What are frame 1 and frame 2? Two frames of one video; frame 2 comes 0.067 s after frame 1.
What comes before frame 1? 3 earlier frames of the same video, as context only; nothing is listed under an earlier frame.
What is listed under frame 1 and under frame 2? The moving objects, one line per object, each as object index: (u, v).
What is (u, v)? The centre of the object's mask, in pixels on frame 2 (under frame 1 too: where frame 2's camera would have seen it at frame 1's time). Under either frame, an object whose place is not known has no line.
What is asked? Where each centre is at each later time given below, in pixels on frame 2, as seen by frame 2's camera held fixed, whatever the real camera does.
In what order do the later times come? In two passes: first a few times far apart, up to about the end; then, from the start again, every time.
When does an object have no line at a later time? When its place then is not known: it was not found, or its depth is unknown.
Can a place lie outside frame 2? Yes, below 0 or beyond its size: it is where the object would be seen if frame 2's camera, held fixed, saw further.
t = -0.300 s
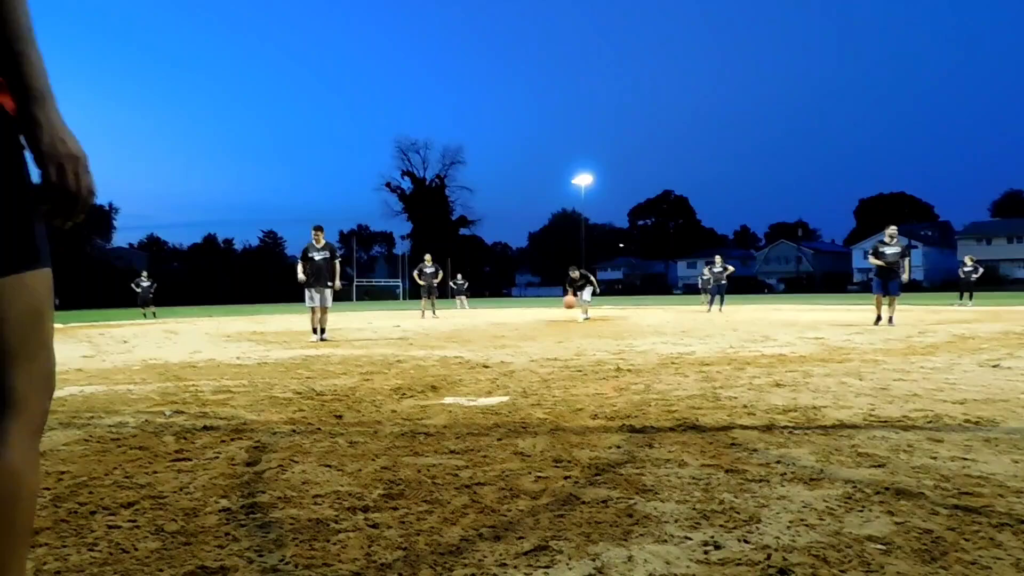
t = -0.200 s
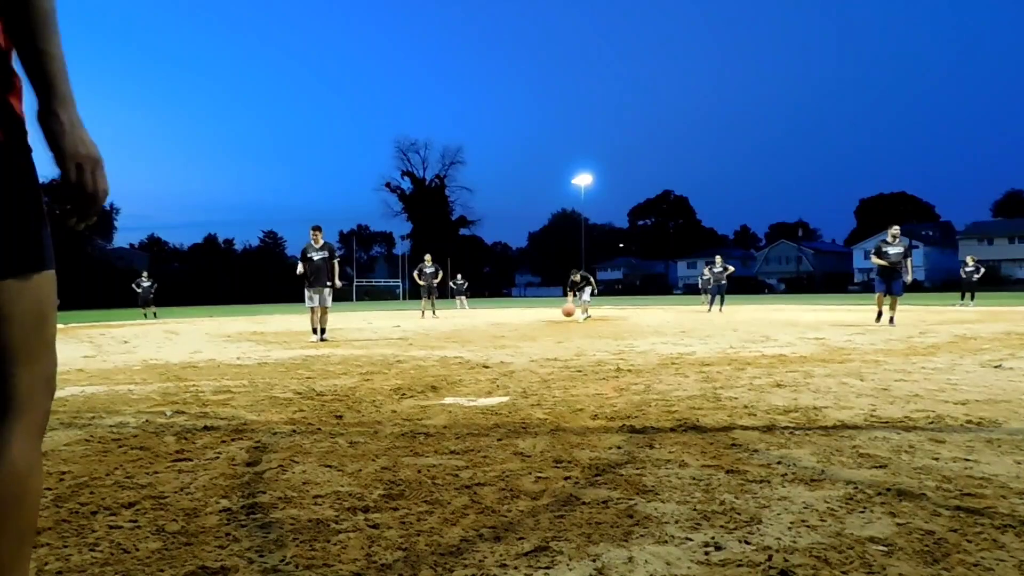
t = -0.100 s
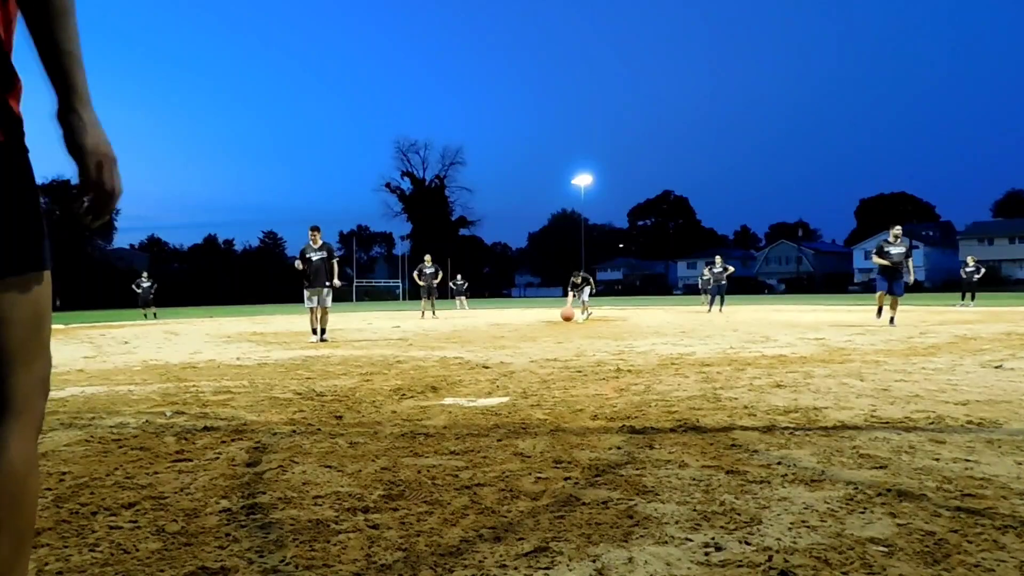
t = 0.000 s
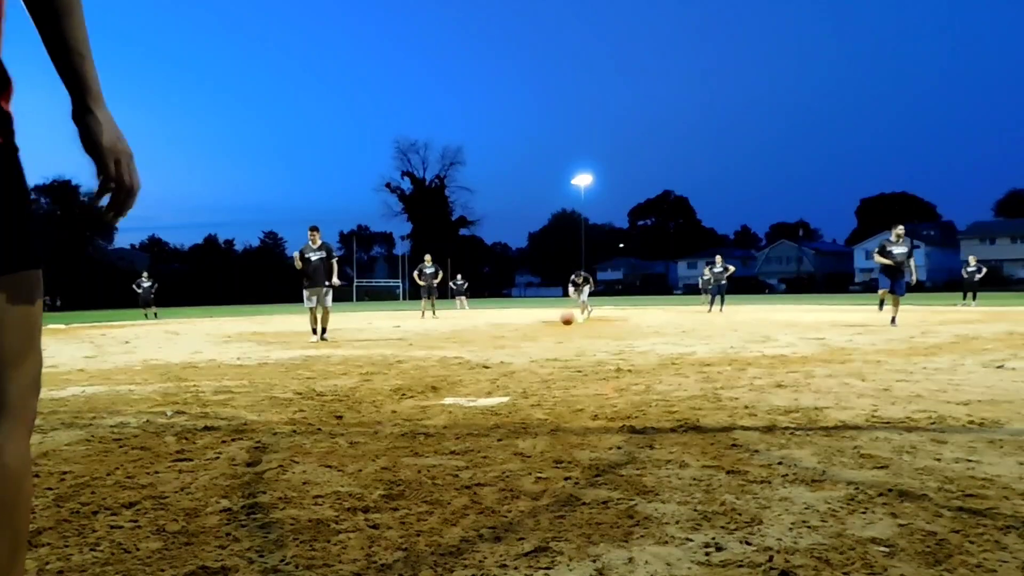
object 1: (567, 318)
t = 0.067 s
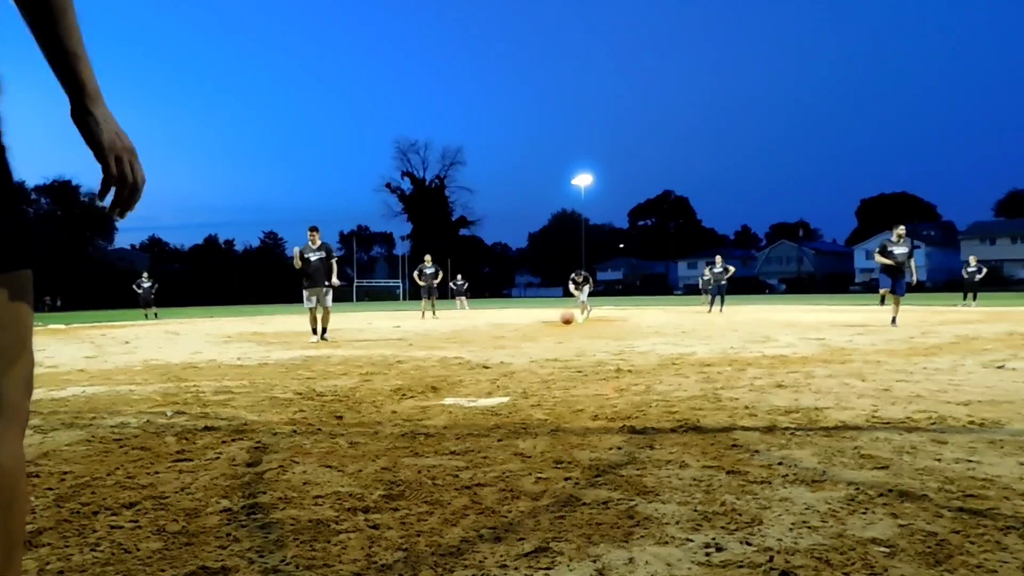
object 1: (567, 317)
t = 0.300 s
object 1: (566, 316)
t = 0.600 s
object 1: (564, 319)
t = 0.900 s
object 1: (561, 326)
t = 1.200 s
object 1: (555, 325)
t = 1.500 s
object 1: (551, 334)
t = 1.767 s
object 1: (546, 338)
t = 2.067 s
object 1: (538, 341)
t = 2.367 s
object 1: (529, 354)
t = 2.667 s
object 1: (531, 341)
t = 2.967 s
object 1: (521, 355)
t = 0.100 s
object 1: (567, 317)
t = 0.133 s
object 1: (567, 319)
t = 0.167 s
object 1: (567, 319)
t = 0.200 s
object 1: (567, 318)
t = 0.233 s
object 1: (567, 317)
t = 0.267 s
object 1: (567, 316)
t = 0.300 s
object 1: (566, 316)
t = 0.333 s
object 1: (566, 316)
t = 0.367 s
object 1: (566, 318)
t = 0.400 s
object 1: (566, 321)
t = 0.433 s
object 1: (566, 322)
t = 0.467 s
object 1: (566, 321)
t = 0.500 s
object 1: (565, 319)
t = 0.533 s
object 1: (565, 318)
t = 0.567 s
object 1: (565, 318)
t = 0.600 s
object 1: (564, 319)
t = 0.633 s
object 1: (564, 320)
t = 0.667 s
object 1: (564, 322)
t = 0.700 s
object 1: (563, 324)
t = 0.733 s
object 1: (563, 325)
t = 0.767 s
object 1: (563, 324)
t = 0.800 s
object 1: (562, 324)
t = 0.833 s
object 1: (561, 325)
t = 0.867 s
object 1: (561, 326)
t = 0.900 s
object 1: (561, 326)
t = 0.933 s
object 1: (560, 325)
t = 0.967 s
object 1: (559, 325)
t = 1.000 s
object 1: (559, 325)
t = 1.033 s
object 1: (559, 326)
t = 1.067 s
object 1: (558, 327)
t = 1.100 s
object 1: (557, 330)
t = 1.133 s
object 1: (557, 329)
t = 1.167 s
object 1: (556, 327)
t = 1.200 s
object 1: (555, 325)
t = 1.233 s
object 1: (555, 323)
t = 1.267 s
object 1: (554, 322)
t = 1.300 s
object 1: (554, 322)
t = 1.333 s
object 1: (554, 323)
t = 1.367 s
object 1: (553, 325)
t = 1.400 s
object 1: (553, 328)
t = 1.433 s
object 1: (552, 333)
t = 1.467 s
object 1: (551, 336)
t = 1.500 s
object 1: (551, 334)
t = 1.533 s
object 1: (550, 330)
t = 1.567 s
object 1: (550, 330)
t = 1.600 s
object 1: (549, 330)
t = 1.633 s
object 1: (549, 330)
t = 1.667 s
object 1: (548, 333)
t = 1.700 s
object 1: (547, 336)
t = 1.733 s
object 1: (547, 339)
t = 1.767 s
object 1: (546, 338)
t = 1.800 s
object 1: (545, 336)
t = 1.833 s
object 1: (545, 336)
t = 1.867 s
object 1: (544, 335)
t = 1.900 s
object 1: (542, 335)
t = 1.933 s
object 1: (541, 336)
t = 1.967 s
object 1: (540, 340)
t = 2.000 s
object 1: (540, 344)
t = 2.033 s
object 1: (538, 343)
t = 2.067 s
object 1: (538, 341)
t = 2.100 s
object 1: (537, 339)
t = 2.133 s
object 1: (536, 338)
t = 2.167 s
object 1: (535, 336)
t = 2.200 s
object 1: (534, 336)
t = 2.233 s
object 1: (533, 338)
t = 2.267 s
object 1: (533, 340)
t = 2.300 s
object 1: (532, 345)
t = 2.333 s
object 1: (530, 351)
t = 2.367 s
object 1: (529, 354)
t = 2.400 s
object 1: (530, 349)
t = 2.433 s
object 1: (530, 344)
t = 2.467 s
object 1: (530, 340)
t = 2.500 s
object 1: (530, 335)
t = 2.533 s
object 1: (530, 333)
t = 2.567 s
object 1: (530, 333)
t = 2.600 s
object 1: (530, 334)
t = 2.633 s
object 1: (530, 336)
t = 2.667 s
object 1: (531, 341)
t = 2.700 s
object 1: (531, 346)
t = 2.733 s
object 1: (531, 354)
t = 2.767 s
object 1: (530, 361)
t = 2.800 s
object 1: (529, 361)
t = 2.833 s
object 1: (527, 358)
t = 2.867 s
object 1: (526, 355)
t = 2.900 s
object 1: (524, 353)
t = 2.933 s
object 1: (522, 353)
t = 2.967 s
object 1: (521, 355)
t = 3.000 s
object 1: (520, 360)
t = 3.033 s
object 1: (517, 367)
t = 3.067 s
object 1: (516, 373)
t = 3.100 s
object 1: (515, 371)
